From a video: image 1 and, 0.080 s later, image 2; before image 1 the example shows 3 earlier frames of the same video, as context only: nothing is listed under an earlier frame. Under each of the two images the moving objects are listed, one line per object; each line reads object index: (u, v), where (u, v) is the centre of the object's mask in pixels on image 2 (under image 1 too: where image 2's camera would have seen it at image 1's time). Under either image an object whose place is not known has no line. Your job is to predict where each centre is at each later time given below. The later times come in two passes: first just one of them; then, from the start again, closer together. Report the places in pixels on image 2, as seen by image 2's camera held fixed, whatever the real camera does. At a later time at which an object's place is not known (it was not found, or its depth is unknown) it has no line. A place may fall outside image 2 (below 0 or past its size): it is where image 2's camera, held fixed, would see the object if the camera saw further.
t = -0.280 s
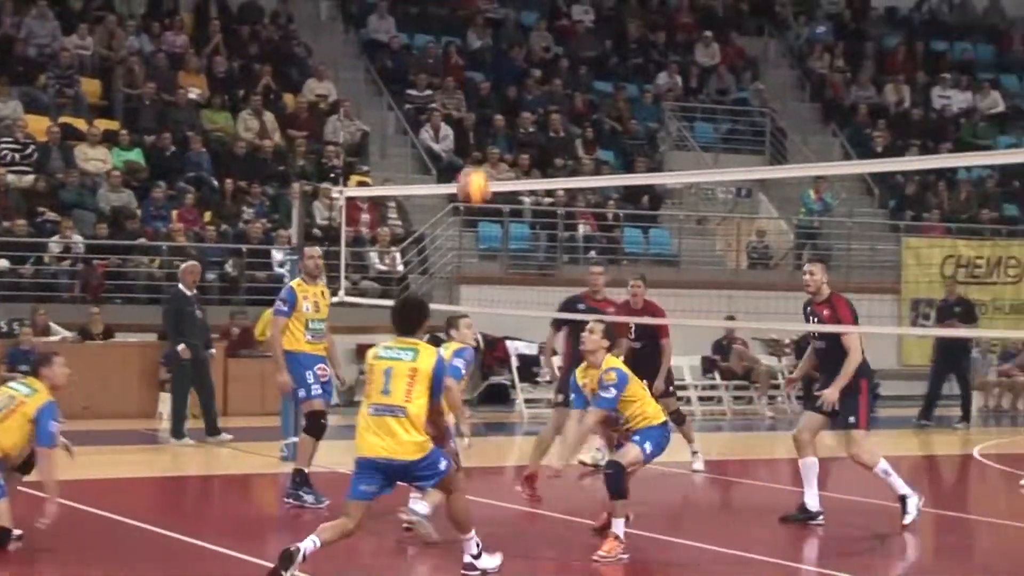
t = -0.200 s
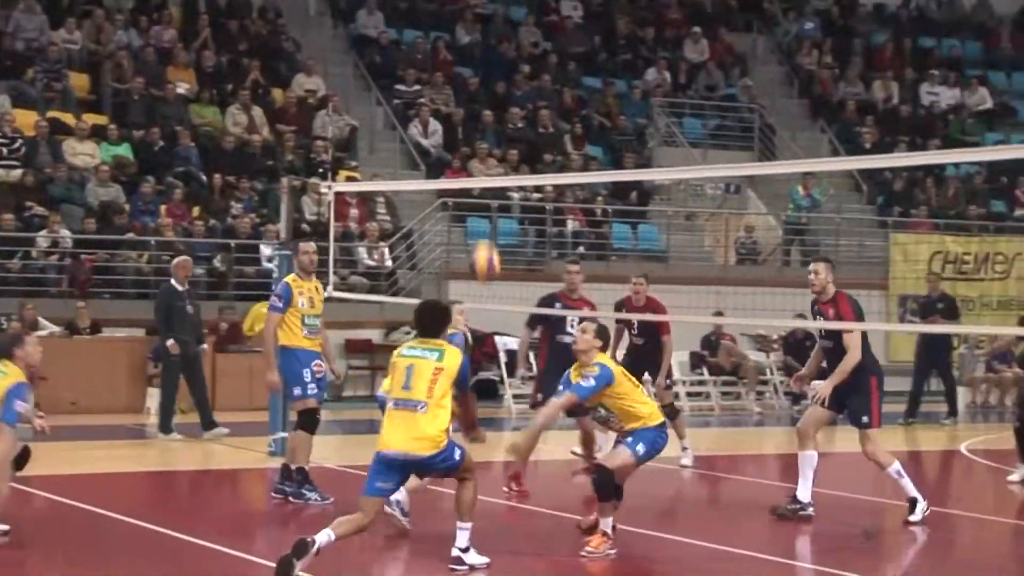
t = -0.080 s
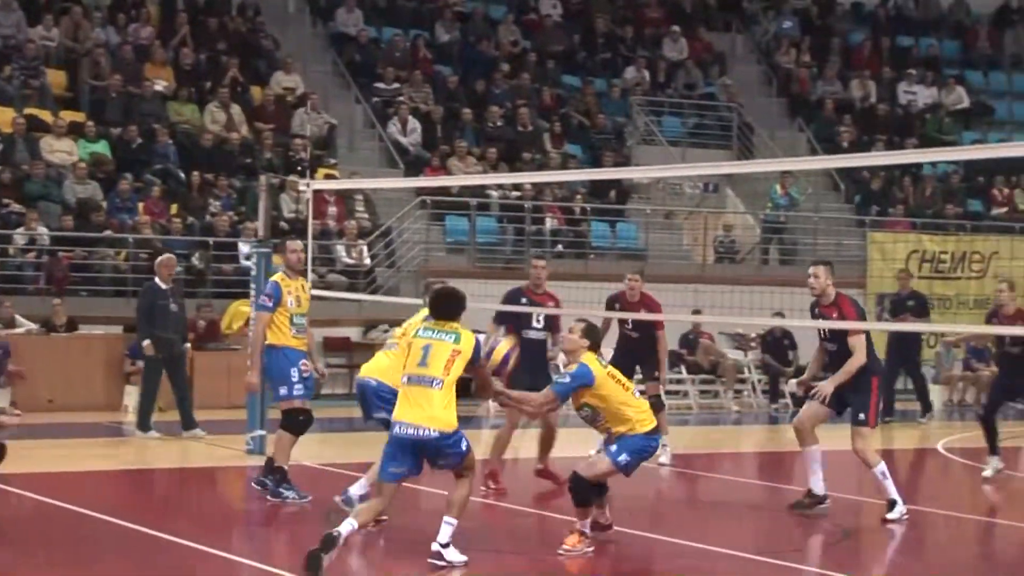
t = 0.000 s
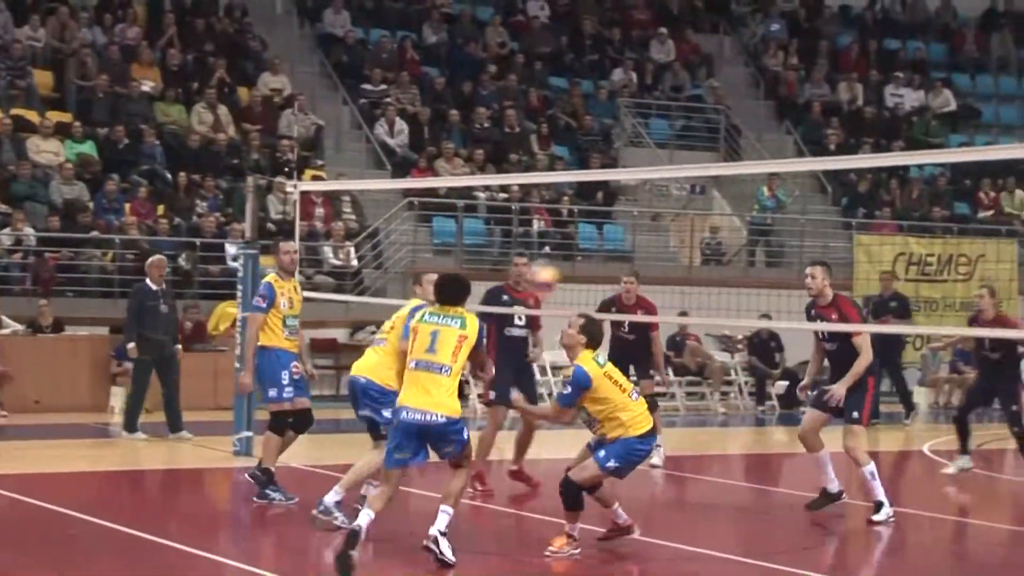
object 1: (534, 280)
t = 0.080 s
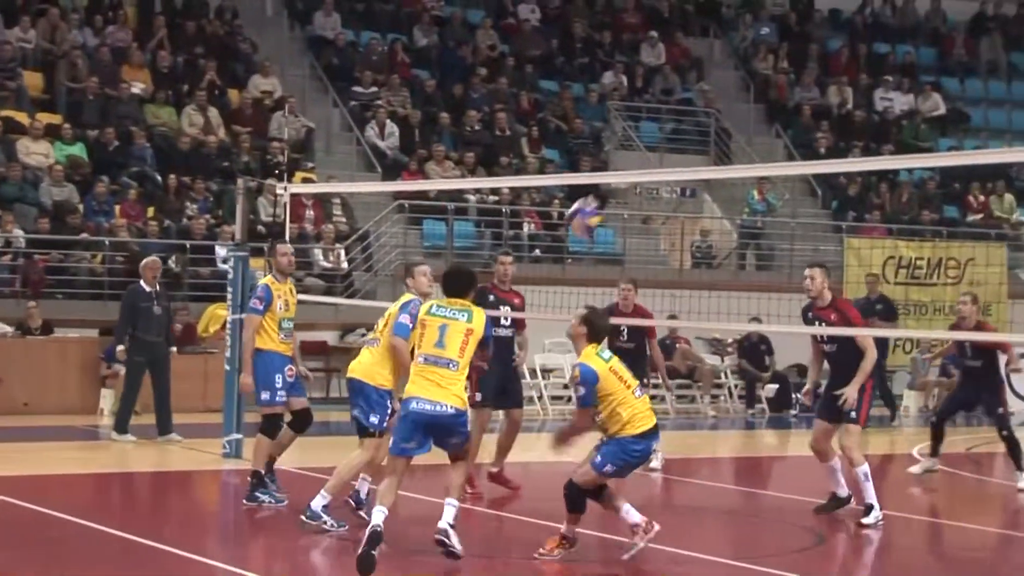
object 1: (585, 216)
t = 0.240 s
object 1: (685, 120)
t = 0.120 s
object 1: (610, 186)
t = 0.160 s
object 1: (637, 161)
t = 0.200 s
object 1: (660, 140)
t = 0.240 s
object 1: (685, 120)
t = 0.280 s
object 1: (710, 102)
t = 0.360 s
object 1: (756, 78)
